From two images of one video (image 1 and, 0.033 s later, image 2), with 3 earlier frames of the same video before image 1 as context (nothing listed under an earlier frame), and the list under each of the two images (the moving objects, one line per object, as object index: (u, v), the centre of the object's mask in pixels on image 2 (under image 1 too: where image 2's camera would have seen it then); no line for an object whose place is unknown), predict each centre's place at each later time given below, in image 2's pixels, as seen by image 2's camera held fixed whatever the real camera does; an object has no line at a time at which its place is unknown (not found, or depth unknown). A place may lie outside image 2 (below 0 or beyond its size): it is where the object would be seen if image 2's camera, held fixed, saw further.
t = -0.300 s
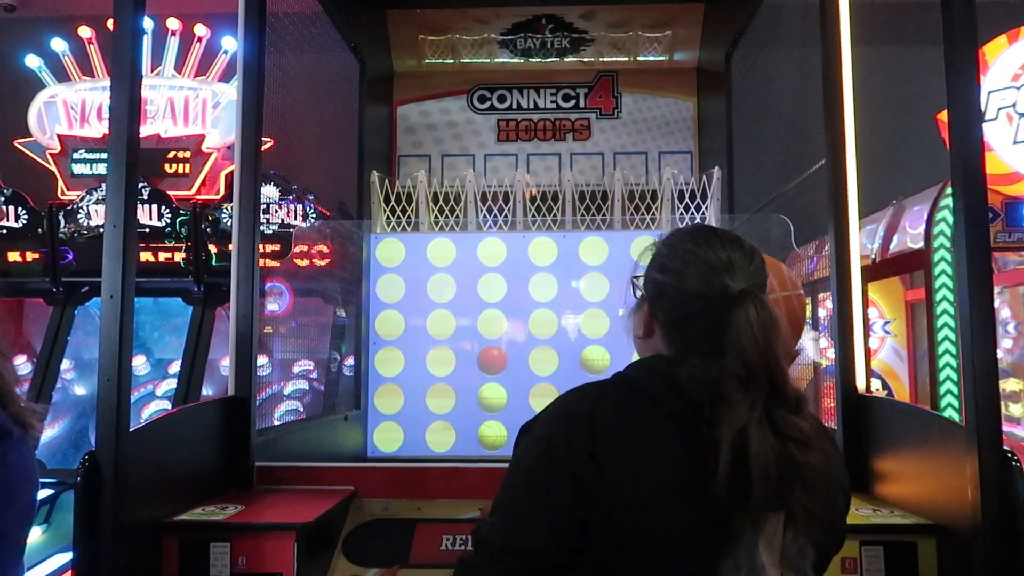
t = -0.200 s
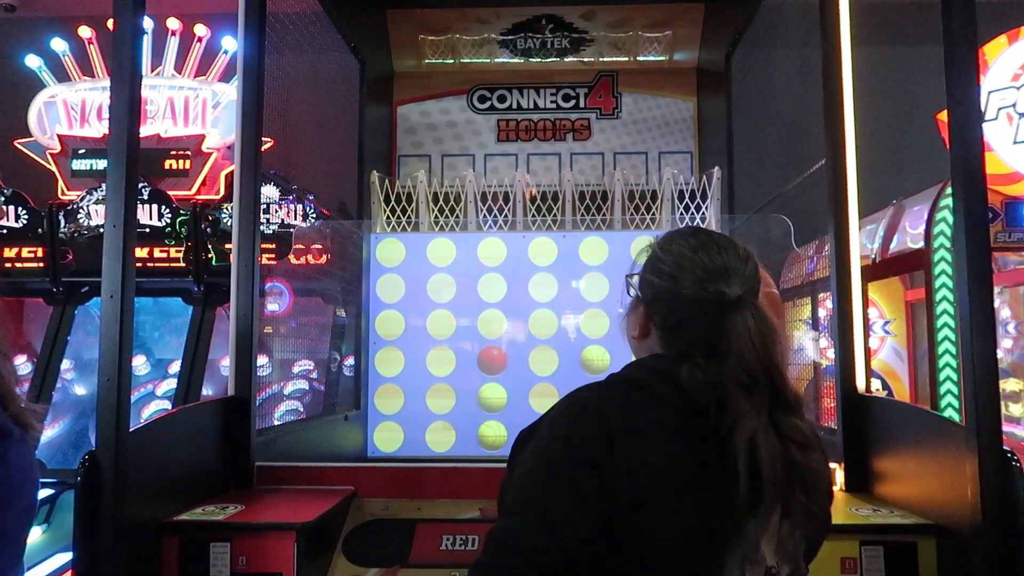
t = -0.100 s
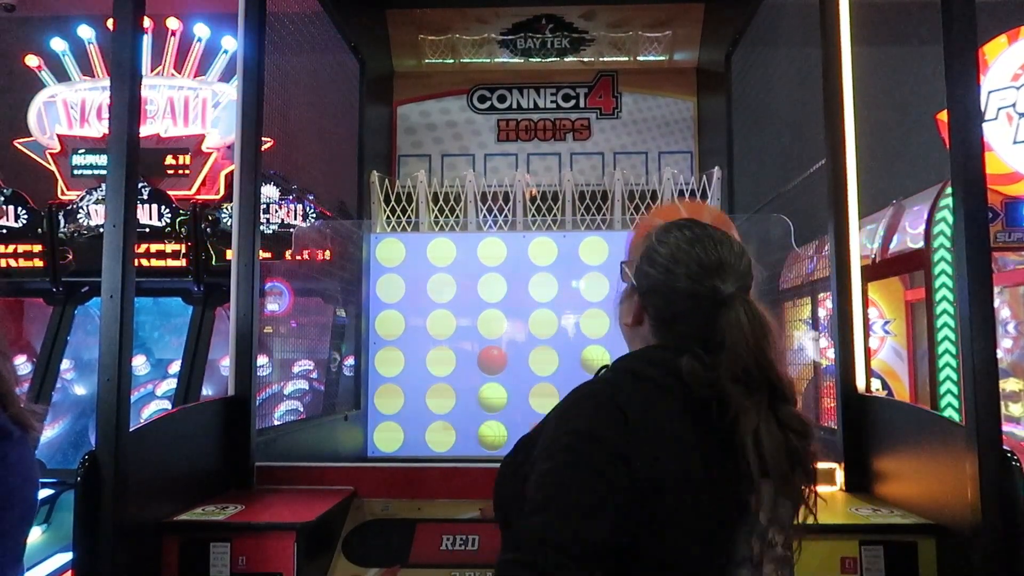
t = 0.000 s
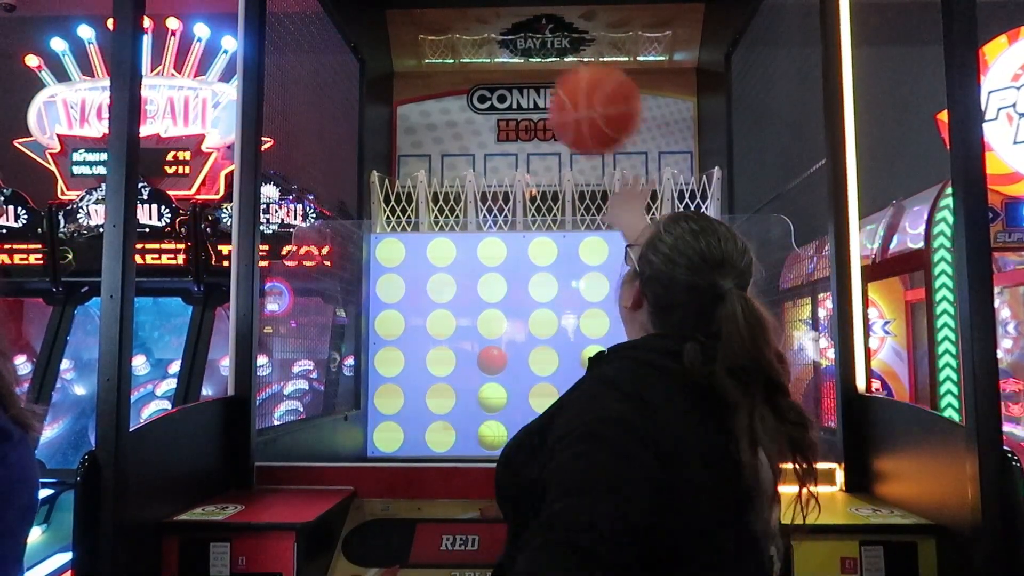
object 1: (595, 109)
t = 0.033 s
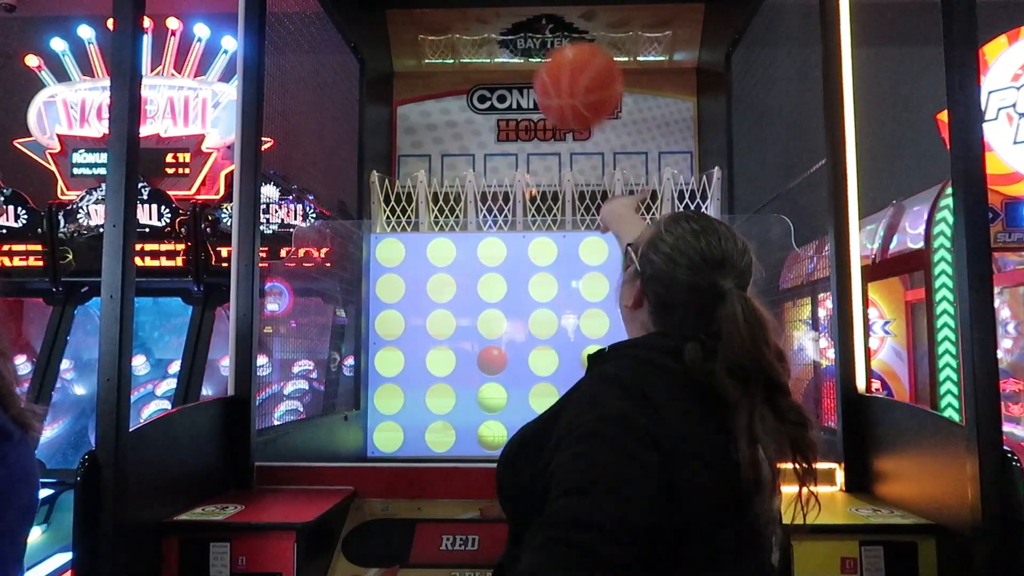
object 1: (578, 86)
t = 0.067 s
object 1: (550, 50)
